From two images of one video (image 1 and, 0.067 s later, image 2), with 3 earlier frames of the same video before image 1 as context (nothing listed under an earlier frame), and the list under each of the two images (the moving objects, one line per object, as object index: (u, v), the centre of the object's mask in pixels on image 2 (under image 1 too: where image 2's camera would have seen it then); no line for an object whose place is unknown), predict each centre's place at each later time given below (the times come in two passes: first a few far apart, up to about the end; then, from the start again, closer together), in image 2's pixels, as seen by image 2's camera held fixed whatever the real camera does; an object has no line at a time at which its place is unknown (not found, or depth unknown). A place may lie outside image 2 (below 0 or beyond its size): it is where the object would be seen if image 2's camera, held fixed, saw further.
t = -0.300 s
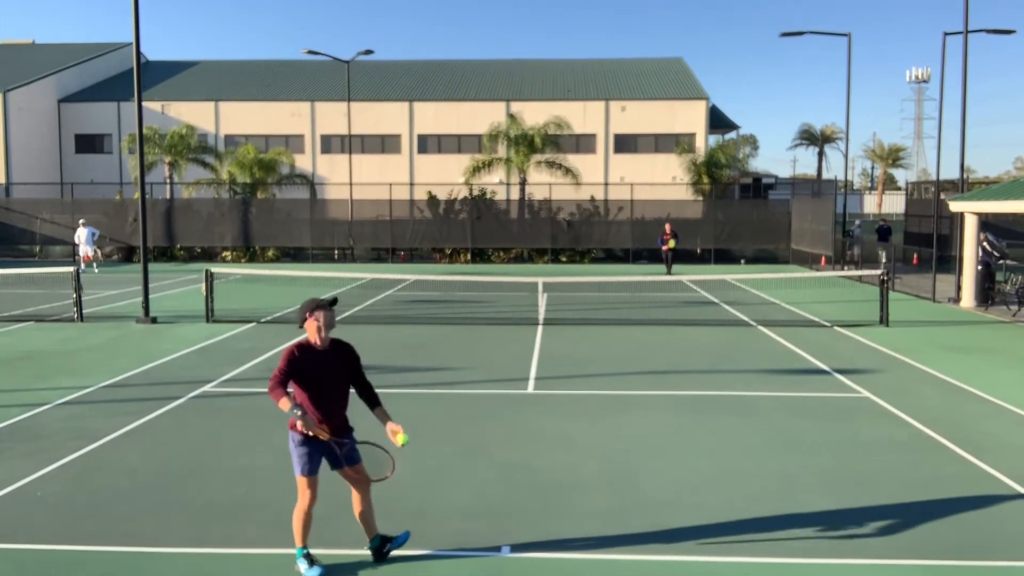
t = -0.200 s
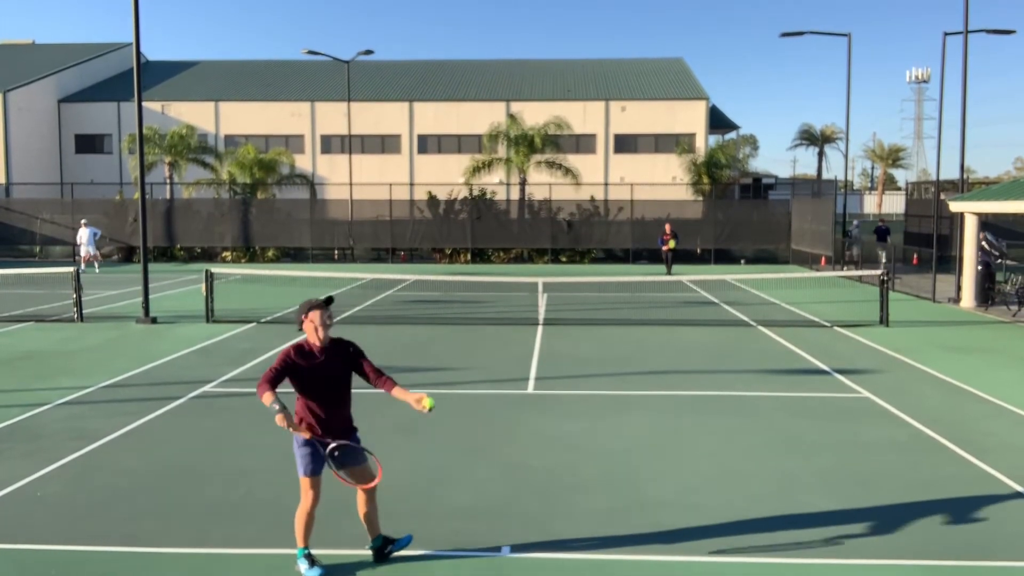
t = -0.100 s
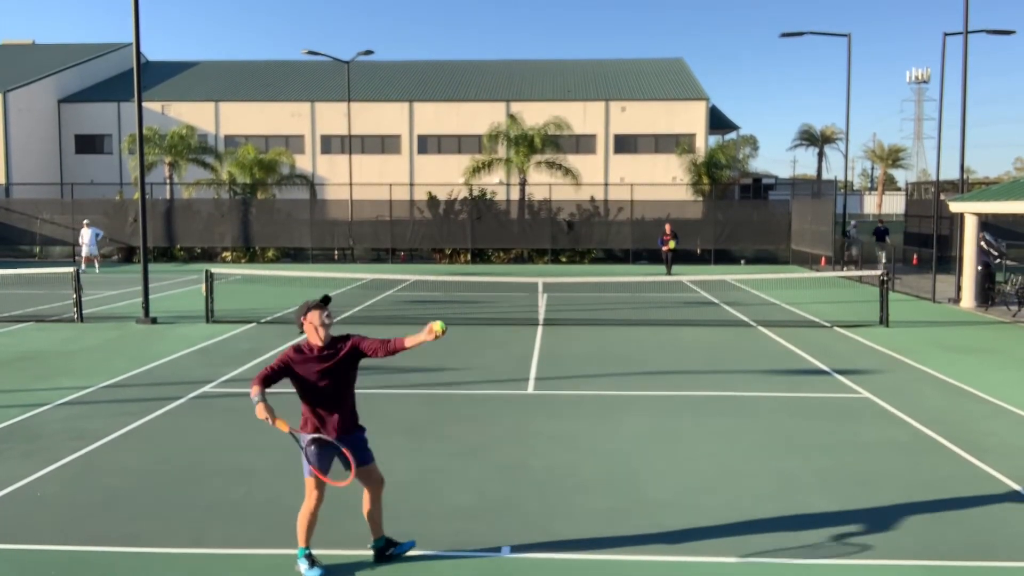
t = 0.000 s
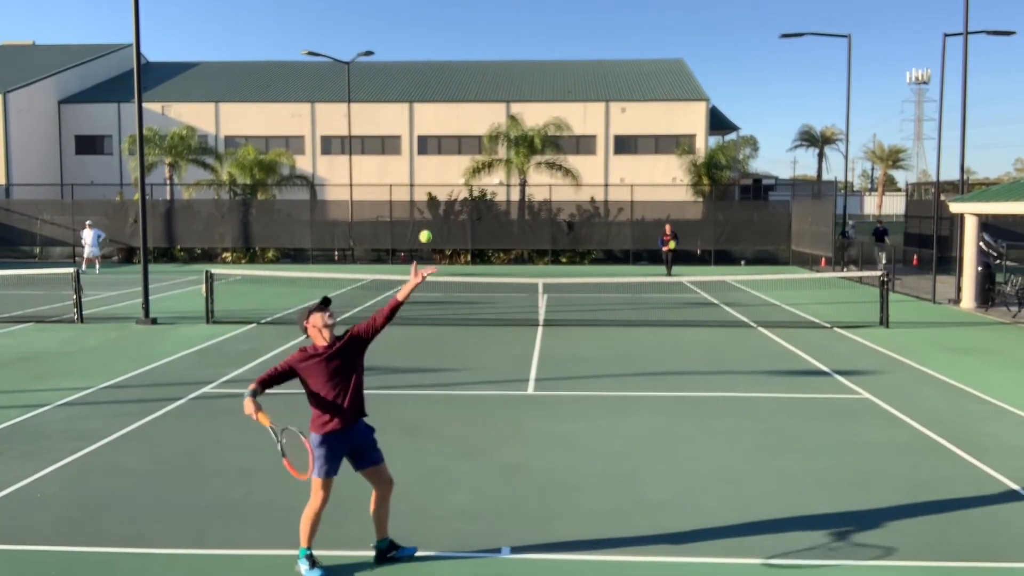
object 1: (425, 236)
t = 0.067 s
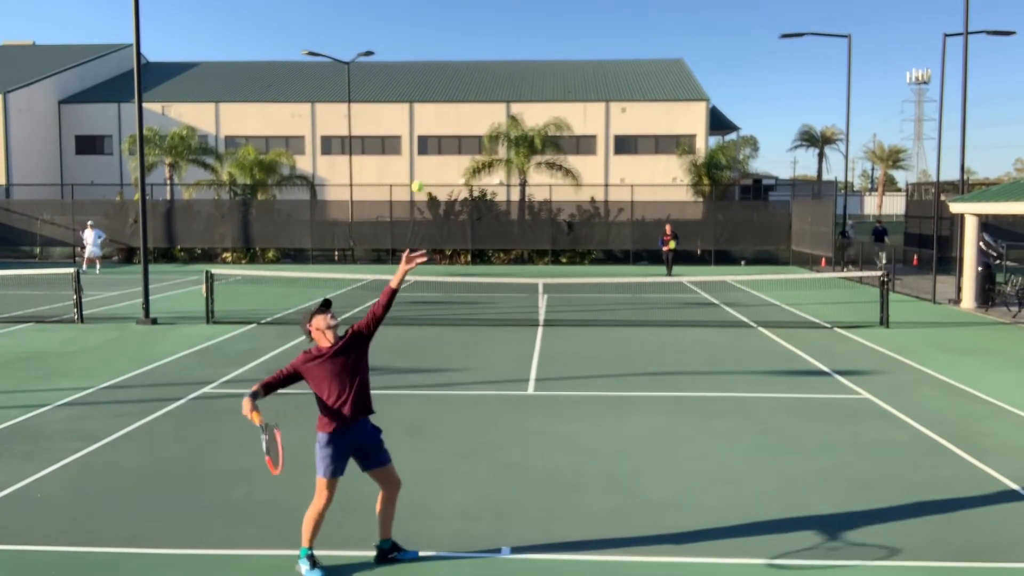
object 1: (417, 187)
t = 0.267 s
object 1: (394, 86)
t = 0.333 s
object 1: (387, 68)
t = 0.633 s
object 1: (359, 75)
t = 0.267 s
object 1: (394, 86)
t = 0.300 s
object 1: (390, 76)
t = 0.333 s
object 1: (387, 68)
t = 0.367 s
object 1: (383, 62)
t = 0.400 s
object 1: (380, 57)
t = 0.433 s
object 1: (377, 54)
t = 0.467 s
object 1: (374, 54)
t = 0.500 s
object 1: (371, 55)
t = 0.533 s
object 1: (367, 57)
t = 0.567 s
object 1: (364, 62)
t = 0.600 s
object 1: (362, 67)
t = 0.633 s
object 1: (359, 75)
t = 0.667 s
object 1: (356, 85)
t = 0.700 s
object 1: (354, 95)
